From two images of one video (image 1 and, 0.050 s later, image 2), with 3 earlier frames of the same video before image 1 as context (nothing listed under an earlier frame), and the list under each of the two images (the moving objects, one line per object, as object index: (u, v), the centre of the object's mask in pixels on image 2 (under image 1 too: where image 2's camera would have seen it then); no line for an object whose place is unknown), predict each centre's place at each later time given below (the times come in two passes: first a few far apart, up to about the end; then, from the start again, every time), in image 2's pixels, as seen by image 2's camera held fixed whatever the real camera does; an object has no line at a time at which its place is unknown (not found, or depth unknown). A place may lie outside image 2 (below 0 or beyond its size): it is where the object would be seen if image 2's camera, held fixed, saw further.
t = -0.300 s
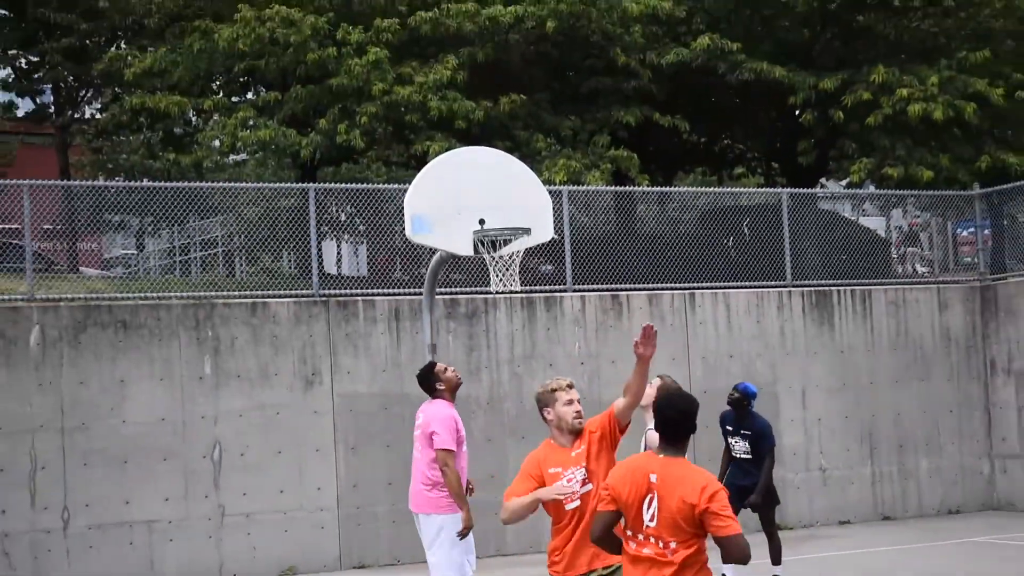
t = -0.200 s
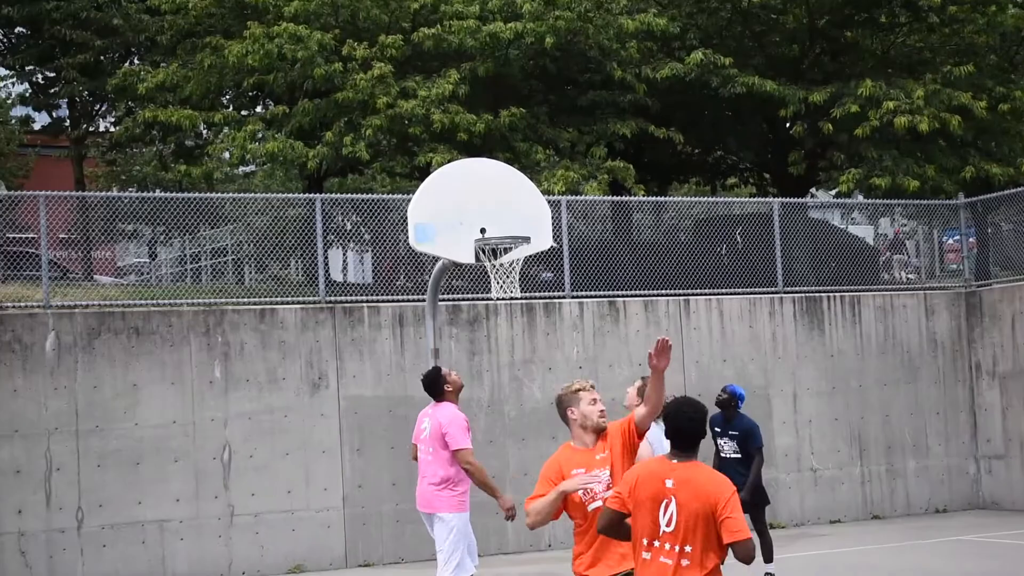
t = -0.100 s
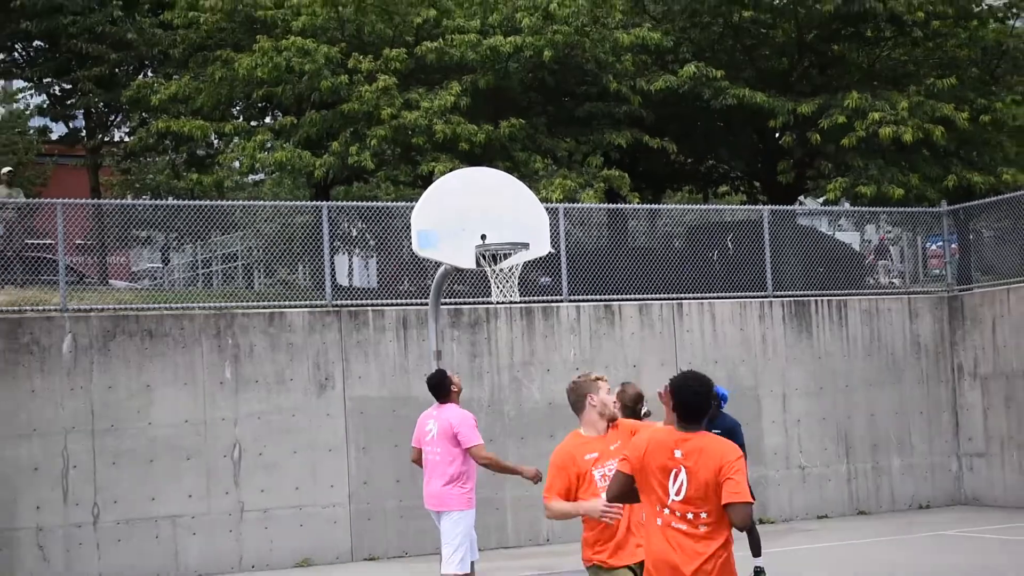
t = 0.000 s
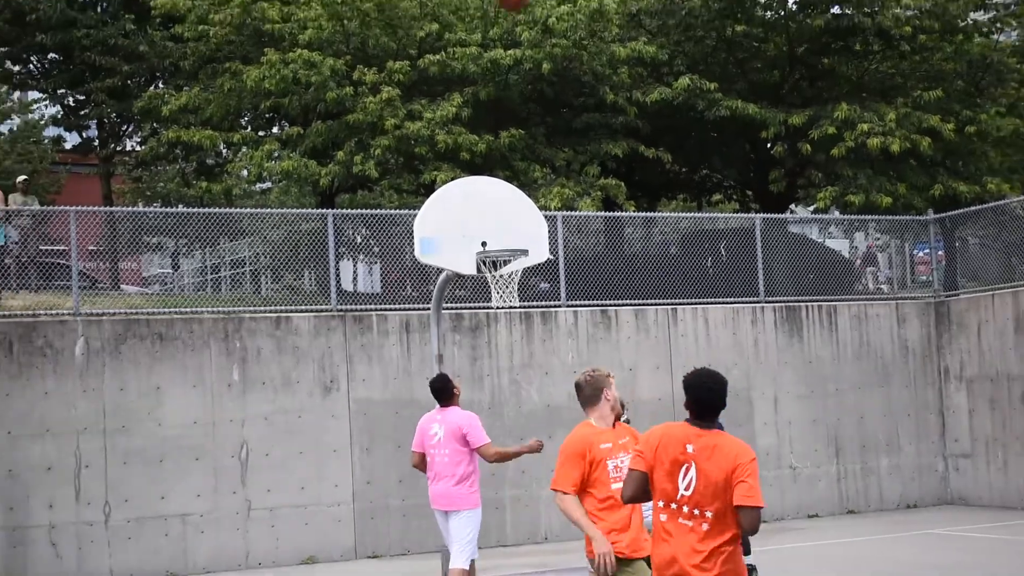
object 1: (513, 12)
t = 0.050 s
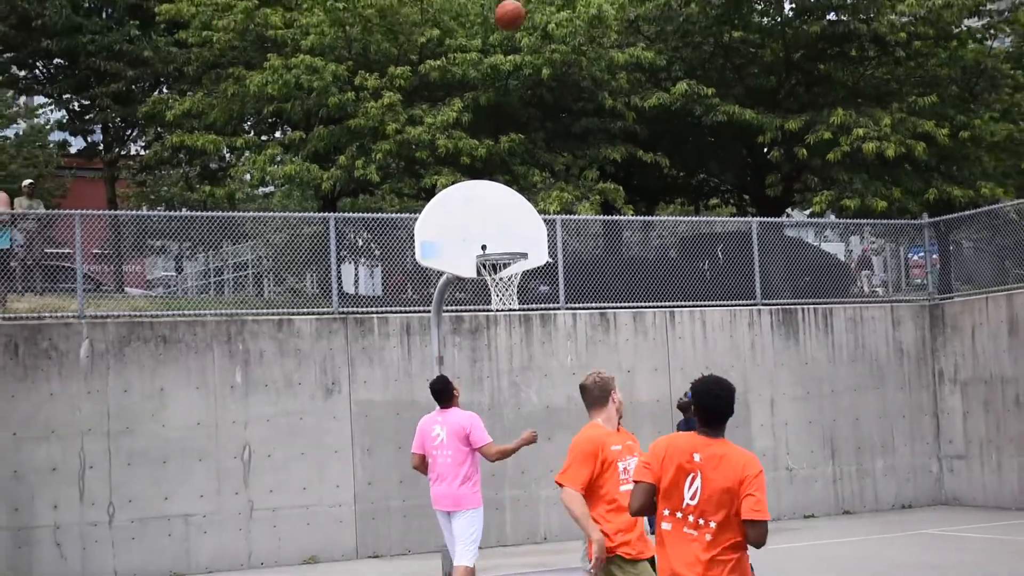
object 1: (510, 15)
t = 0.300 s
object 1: (503, 121)
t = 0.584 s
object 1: (503, 284)
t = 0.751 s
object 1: (521, 372)
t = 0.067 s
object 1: (509, 20)
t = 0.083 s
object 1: (509, 25)
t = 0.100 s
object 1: (508, 31)
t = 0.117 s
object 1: (507, 37)
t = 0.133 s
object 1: (507, 43)
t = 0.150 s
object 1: (506, 50)
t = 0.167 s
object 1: (506, 57)
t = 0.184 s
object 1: (505, 63)
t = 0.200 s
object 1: (505, 70)
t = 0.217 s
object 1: (504, 79)
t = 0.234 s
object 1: (504, 86)
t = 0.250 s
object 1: (503, 96)
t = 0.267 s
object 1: (503, 104)
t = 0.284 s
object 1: (503, 112)
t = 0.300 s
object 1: (503, 121)
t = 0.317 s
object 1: (502, 129)
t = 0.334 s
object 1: (502, 138)
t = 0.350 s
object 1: (502, 148)
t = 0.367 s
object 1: (502, 157)
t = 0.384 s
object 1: (501, 166)
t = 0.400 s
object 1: (502, 176)
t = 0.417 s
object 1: (501, 186)
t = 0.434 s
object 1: (501, 196)
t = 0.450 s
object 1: (501, 206)
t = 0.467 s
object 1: (500, 216)
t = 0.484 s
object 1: (500, 227)
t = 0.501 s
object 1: (500, 238)
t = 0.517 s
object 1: (500, 246)
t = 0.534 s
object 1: (500, 252)
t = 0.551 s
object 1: (501, 270)
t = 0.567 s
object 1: (502, 278)
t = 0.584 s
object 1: (503, 284)
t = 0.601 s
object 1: (504, 292)
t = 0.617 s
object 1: (506, 300)
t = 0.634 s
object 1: (508, 309)
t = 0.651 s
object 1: (510, 317)
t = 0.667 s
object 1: (511, 325)
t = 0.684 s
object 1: (512, 333)
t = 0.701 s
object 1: (514, 341)
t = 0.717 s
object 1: (516, 351)
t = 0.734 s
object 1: (518, 360)
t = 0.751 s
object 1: (521, 372)
